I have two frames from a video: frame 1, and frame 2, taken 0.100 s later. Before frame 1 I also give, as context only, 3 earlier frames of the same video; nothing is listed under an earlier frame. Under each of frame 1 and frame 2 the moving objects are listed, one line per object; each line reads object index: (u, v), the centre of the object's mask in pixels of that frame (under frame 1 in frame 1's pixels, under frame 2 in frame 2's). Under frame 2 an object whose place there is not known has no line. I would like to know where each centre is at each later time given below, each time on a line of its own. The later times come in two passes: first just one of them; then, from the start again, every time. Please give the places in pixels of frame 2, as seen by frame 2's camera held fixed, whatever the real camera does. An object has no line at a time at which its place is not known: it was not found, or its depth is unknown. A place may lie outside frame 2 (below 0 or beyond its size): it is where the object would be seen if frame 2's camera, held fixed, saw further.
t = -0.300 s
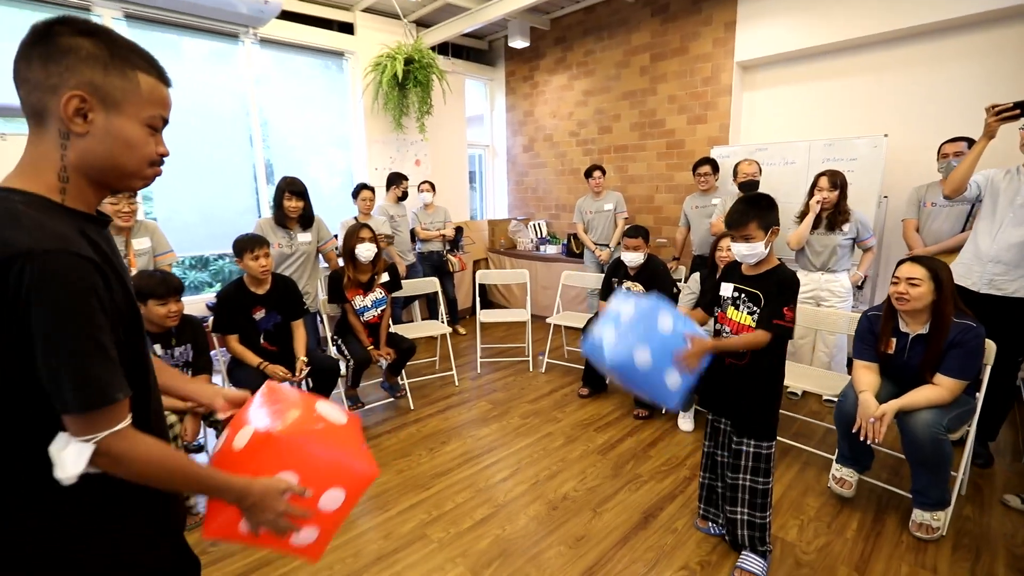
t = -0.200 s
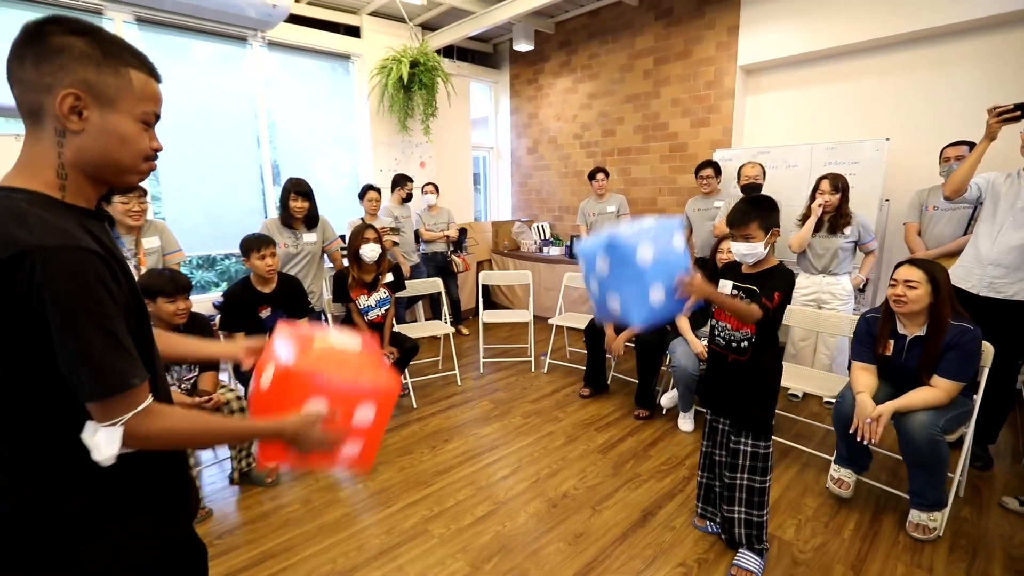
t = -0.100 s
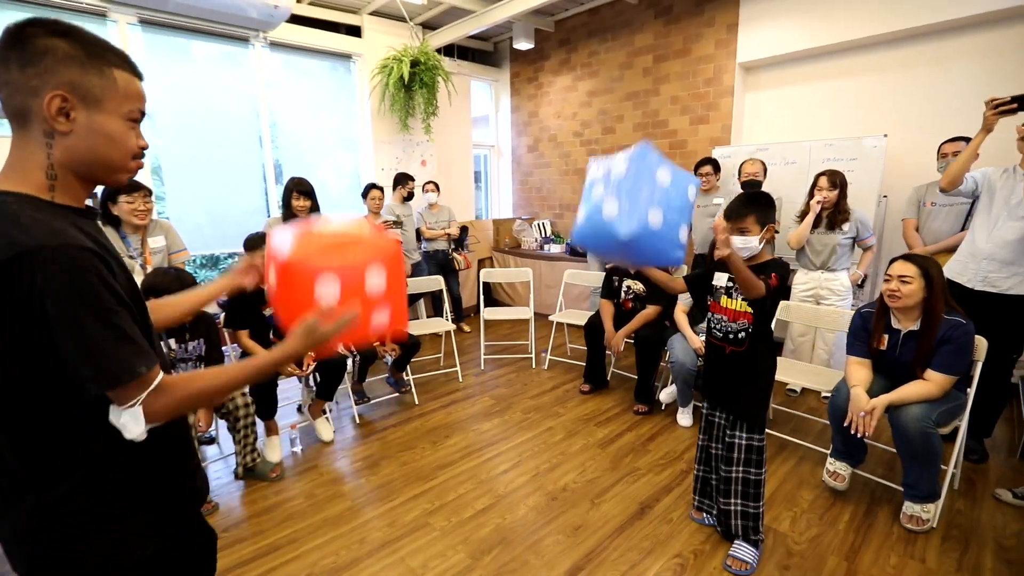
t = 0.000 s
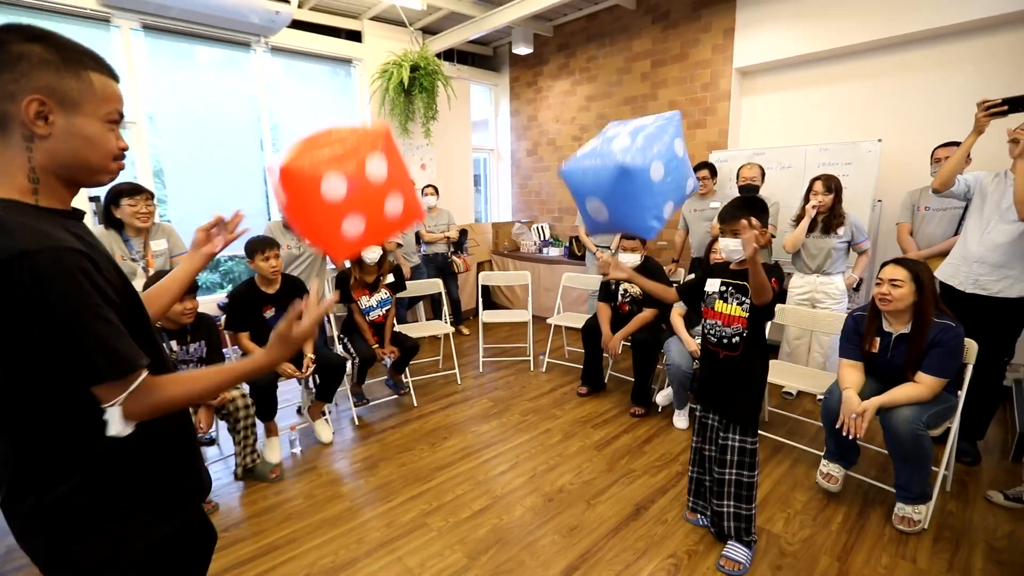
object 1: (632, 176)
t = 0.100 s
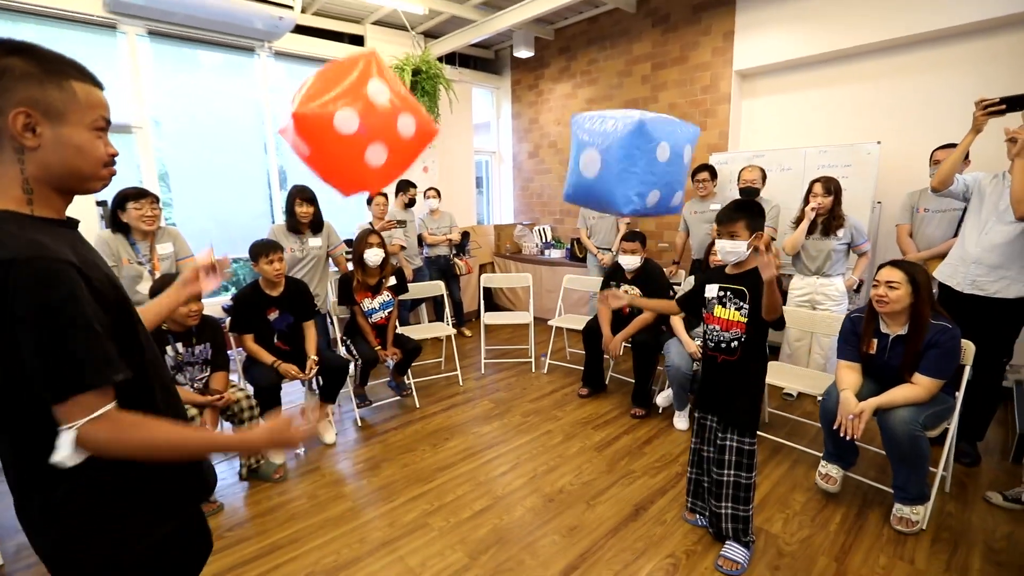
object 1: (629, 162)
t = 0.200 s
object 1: (630, 165)
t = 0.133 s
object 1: (629, 161)
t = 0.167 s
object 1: (629, 162)
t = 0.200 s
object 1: (630, 165)
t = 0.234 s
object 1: (630, 172)
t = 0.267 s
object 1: (631, 177)
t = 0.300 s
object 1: (631, 189)
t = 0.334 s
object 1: (631, 206)
